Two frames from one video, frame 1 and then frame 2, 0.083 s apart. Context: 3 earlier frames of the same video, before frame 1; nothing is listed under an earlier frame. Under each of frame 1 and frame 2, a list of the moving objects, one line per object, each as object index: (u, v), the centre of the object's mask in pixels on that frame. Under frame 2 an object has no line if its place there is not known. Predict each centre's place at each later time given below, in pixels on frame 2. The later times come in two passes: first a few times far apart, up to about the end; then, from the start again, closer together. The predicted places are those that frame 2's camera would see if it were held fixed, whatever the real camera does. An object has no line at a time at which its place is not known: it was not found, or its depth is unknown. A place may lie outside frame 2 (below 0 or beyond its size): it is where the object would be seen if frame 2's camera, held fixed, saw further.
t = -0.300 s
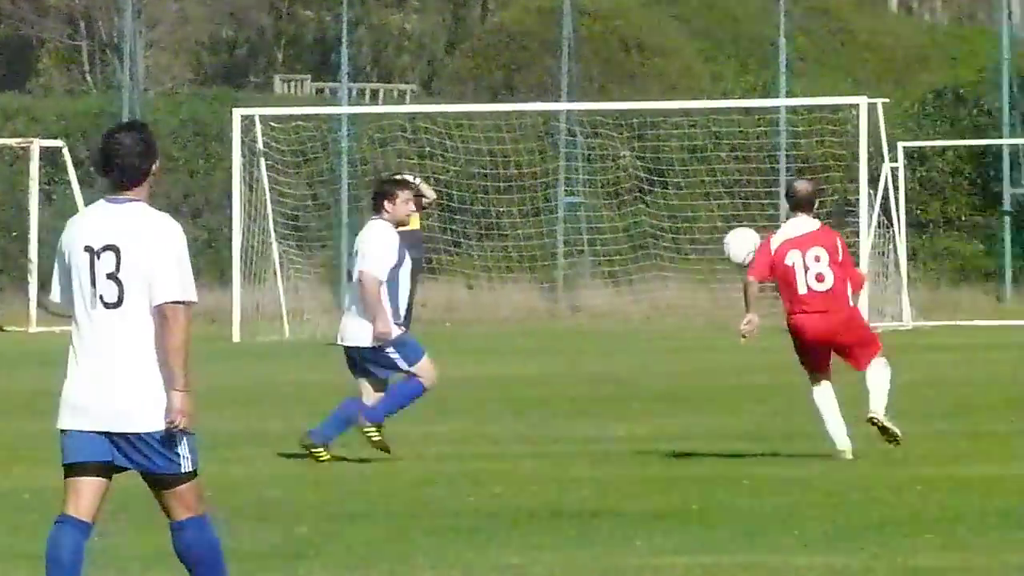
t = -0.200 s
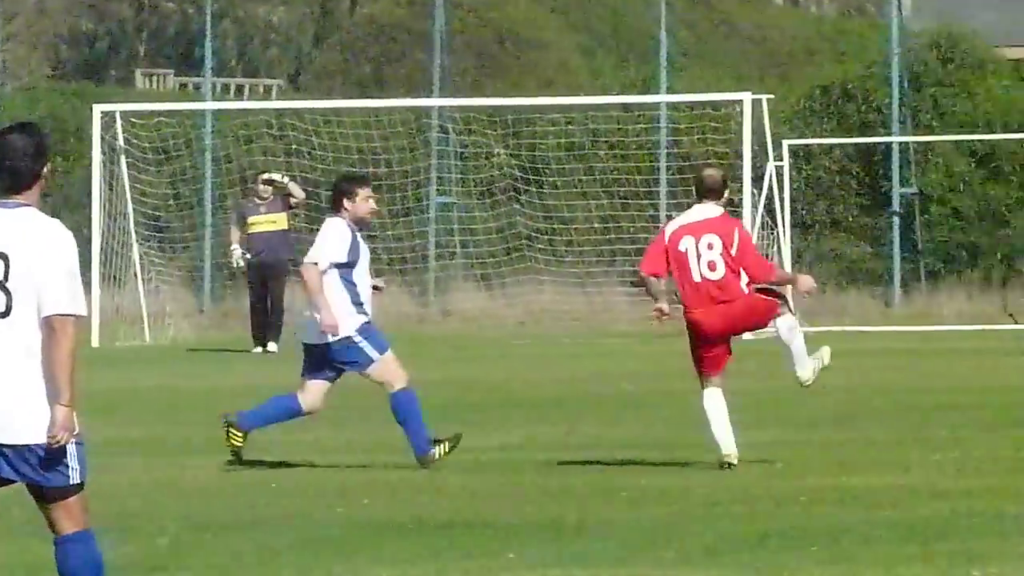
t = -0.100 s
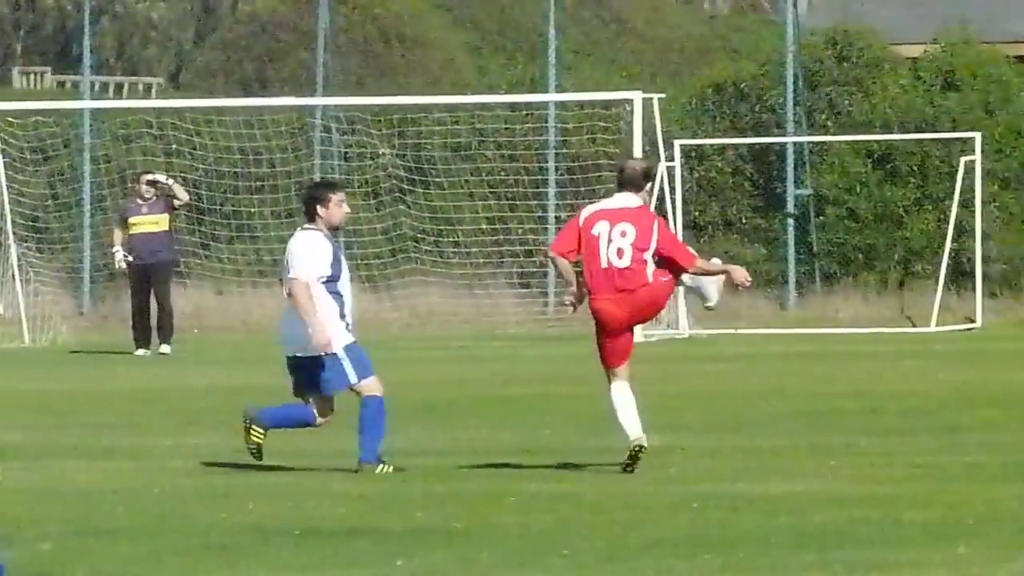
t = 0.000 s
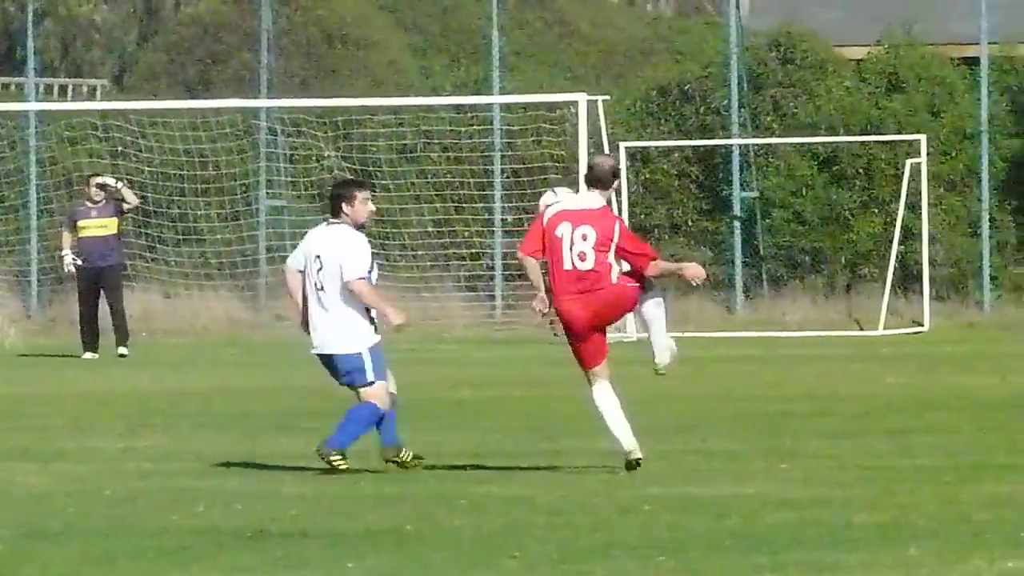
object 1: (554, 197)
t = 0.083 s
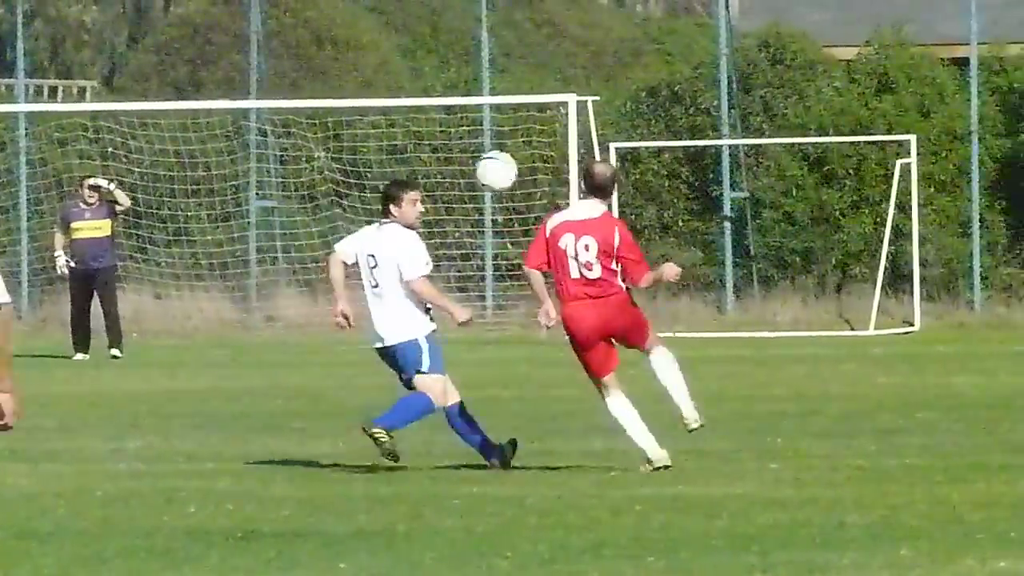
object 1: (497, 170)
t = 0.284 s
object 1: (369, 134)
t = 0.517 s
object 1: (231, 185)
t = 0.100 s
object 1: (486, 164)
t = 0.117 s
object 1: (475, 160)
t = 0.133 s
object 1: (464, 155)
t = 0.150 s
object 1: (453, 150)
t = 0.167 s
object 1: (442, 147)
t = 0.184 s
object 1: (432, 143)
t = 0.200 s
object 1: (422, 141)
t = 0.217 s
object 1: (412, 139)
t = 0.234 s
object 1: (402, 136)
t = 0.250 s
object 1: (392, 135)
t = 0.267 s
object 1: (380, 134)
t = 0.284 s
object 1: (369, 134)
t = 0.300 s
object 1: (358, 134)
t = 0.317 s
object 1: (348, 134)
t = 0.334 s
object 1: (339, 136)
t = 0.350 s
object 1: (328, 139)
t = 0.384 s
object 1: (309, 143)
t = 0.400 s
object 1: (299, 146)
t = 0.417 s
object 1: (290, 150)
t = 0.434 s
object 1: (279, 155)
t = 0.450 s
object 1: (270, 160)
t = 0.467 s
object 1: (259, 164)
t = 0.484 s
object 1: (249, 170)
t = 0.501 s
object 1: (240, 178)
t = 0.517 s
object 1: (231, 185)
